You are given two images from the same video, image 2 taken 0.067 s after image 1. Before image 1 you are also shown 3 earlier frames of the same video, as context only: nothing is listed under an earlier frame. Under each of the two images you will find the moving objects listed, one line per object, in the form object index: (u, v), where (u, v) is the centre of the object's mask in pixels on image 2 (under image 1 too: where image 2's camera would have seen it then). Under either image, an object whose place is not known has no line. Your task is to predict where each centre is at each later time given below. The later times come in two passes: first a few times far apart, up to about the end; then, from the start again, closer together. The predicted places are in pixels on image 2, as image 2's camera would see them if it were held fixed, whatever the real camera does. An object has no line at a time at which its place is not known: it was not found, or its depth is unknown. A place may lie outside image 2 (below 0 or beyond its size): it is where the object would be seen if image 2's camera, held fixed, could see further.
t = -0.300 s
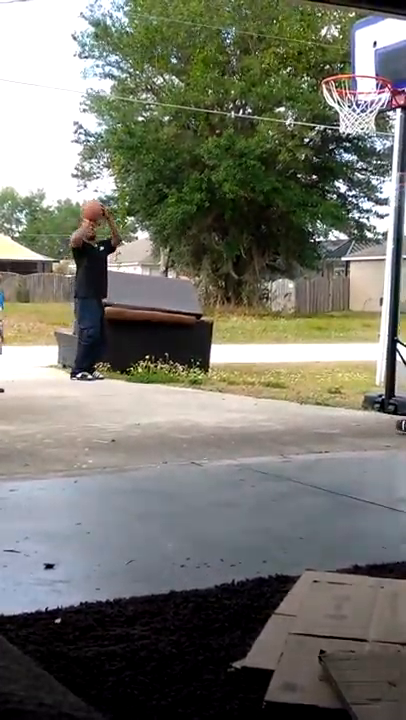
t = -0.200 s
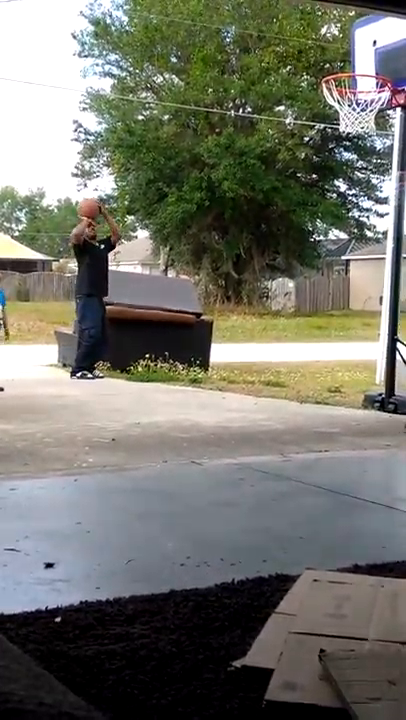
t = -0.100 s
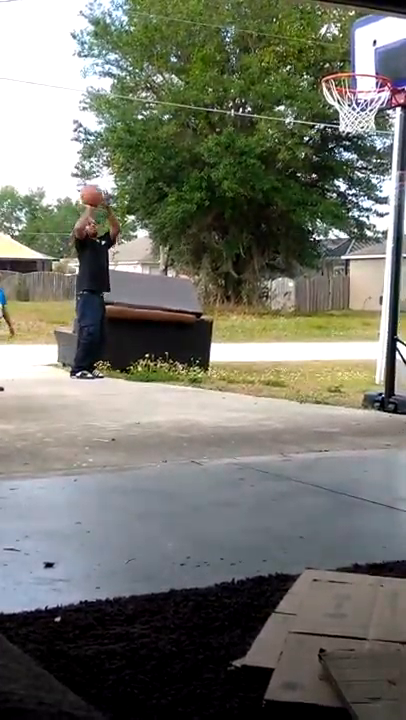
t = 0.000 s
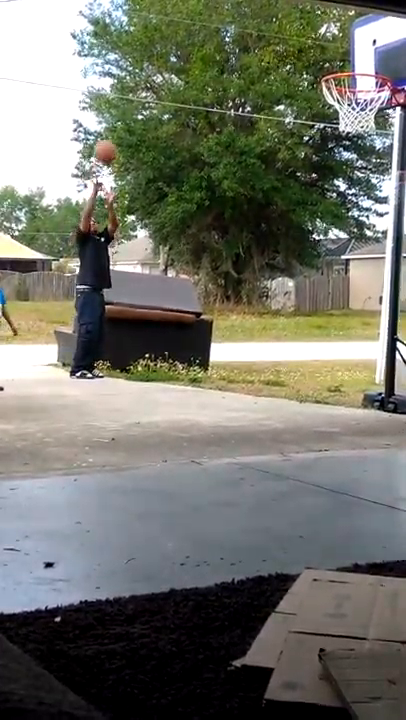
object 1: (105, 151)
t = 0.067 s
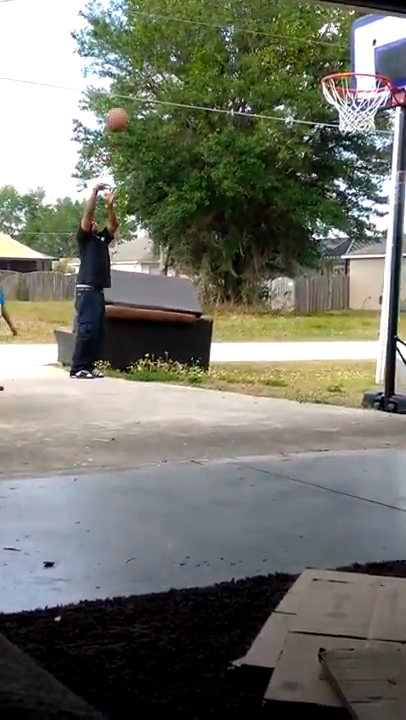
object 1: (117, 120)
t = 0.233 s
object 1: (147, 55)
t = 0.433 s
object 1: (188, 10)
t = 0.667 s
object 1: (243, 10)
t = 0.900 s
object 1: (309, 79)
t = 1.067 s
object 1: (340, 186)
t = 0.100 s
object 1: (122, 105)
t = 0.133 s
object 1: (128, 91)
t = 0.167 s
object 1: (133, 79)
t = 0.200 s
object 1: (140, 67)
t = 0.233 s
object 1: (147, 55)
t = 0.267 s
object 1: (153, 46)
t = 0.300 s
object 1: (160, 37)
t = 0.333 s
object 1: (167, 28)
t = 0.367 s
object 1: (174, 21)
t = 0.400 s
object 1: (180, 14)
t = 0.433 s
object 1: (188, 10)
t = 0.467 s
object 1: (195, 9)
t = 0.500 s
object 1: (202, 7)
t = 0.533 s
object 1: (211, 6)
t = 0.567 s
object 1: (217, 7)
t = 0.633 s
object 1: (234, 8)
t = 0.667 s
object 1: (243, 10)
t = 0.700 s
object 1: (252, 13)
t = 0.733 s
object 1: (261, 18)
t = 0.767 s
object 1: (270, 27)
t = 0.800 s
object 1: (280, 37)
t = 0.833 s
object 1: (289, 48)
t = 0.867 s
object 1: (300, 63)
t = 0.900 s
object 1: (309, 79)
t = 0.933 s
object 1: (314, 95)
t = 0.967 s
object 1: (321, 115)
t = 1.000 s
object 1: (327, 137)
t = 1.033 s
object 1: (333, 159)
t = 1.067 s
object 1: (340, 186)
